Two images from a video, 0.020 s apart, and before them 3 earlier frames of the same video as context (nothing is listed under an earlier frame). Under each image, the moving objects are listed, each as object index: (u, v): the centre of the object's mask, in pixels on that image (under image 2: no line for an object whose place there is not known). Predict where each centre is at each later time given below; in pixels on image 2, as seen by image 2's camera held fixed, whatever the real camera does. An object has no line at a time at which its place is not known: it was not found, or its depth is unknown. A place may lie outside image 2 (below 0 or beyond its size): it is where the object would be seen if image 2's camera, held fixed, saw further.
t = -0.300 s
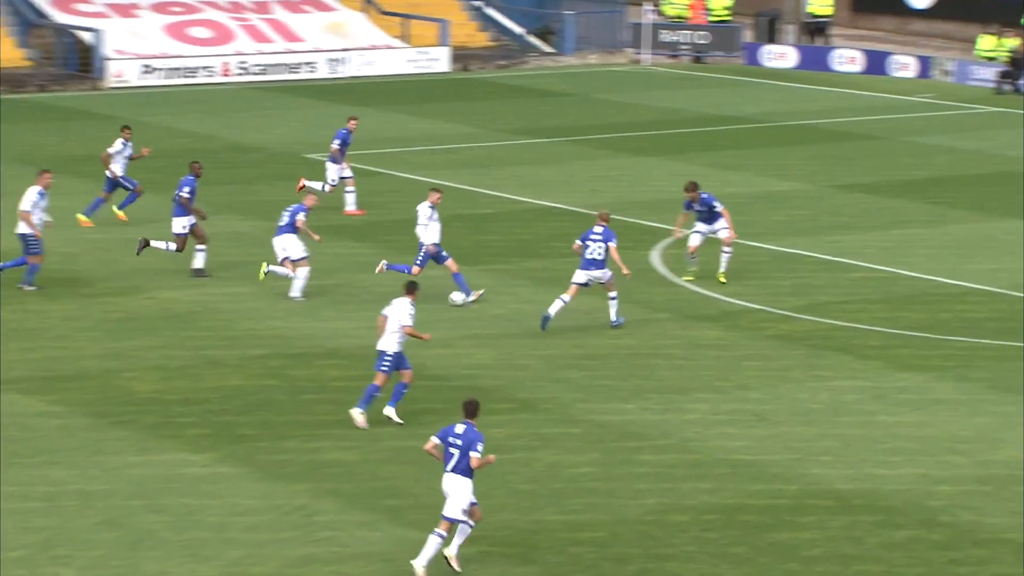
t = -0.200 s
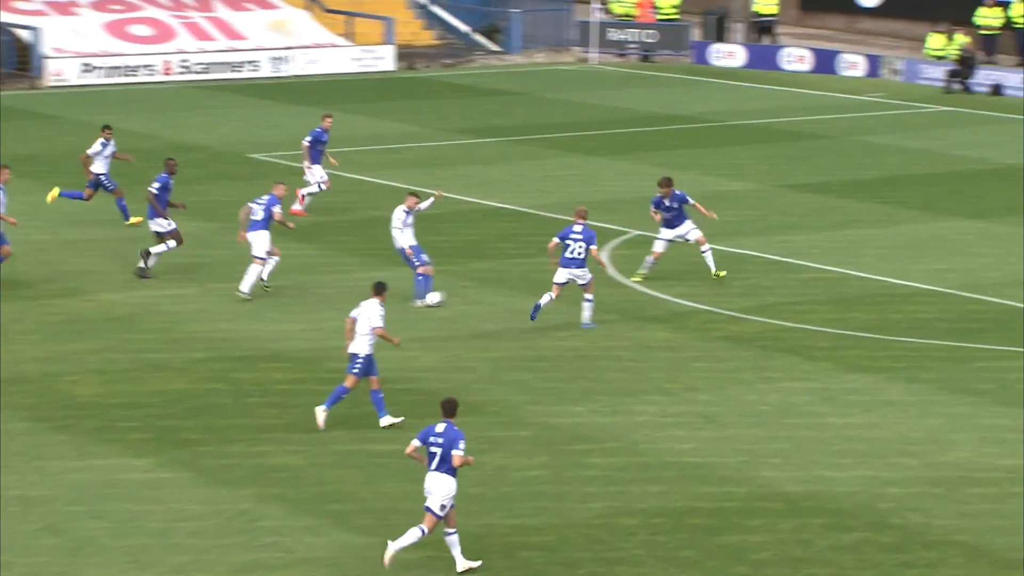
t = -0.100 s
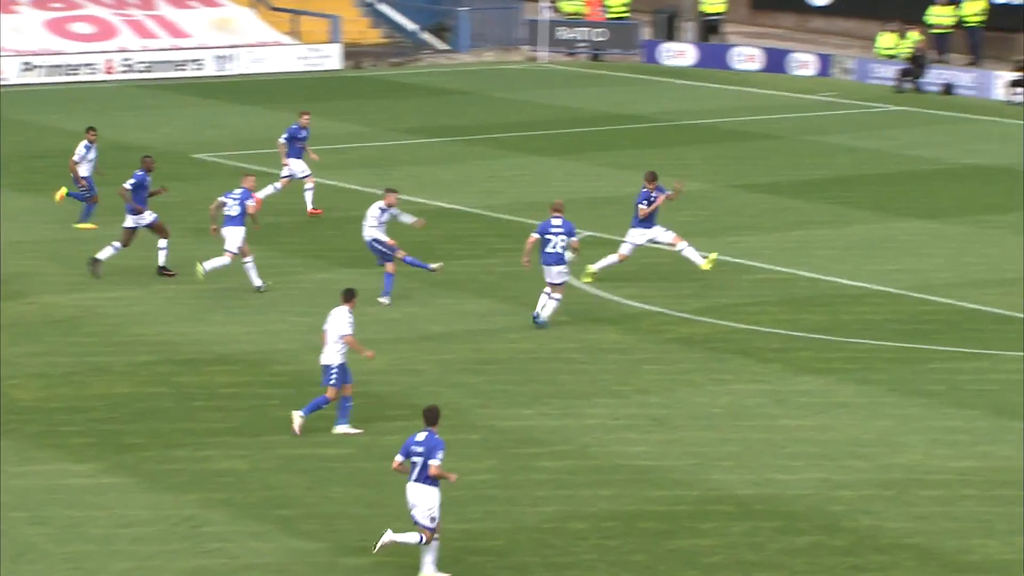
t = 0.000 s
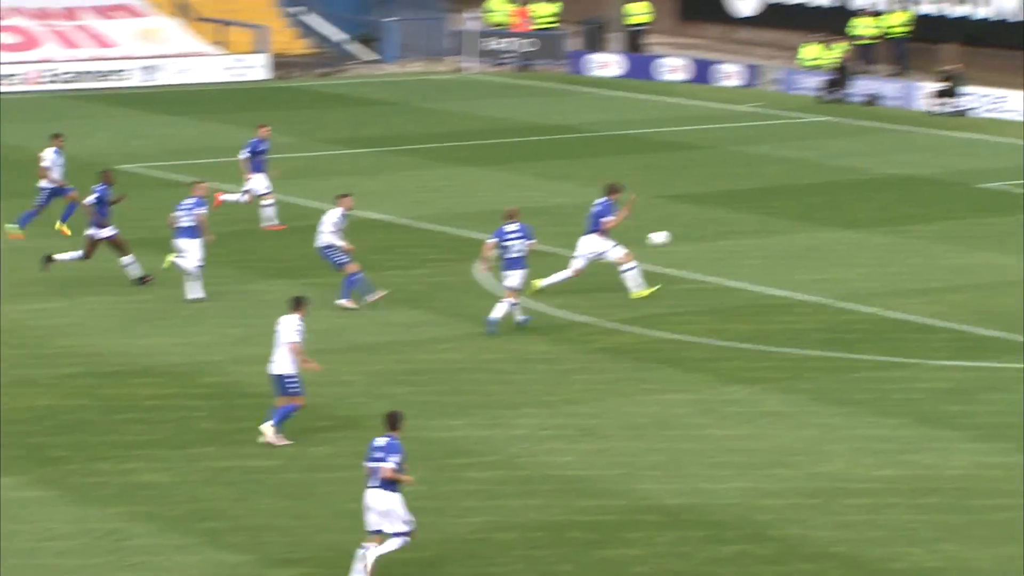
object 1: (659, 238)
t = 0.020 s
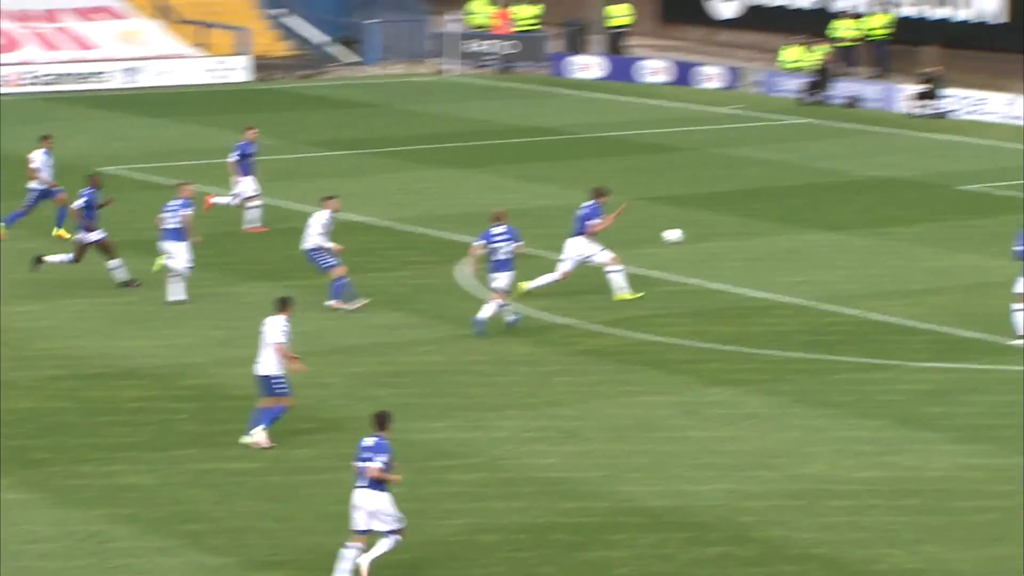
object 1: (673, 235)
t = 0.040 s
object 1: (705, 231)
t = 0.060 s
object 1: (735, 227)
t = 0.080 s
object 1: (767, 224)
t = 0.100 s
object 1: (797, 221)
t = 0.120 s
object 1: (828, 219)
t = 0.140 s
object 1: (858, 217)
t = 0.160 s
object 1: (888, 215)
